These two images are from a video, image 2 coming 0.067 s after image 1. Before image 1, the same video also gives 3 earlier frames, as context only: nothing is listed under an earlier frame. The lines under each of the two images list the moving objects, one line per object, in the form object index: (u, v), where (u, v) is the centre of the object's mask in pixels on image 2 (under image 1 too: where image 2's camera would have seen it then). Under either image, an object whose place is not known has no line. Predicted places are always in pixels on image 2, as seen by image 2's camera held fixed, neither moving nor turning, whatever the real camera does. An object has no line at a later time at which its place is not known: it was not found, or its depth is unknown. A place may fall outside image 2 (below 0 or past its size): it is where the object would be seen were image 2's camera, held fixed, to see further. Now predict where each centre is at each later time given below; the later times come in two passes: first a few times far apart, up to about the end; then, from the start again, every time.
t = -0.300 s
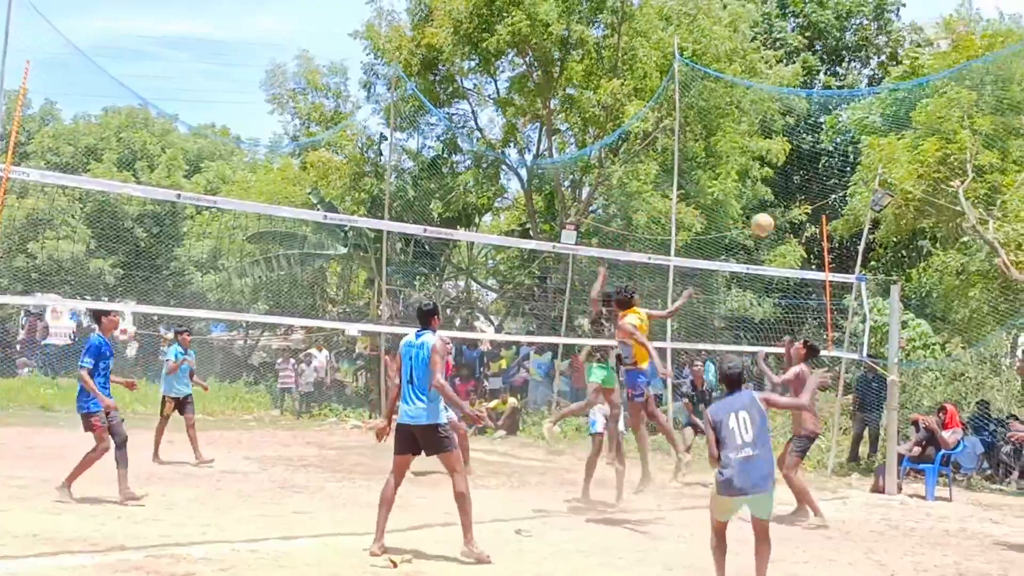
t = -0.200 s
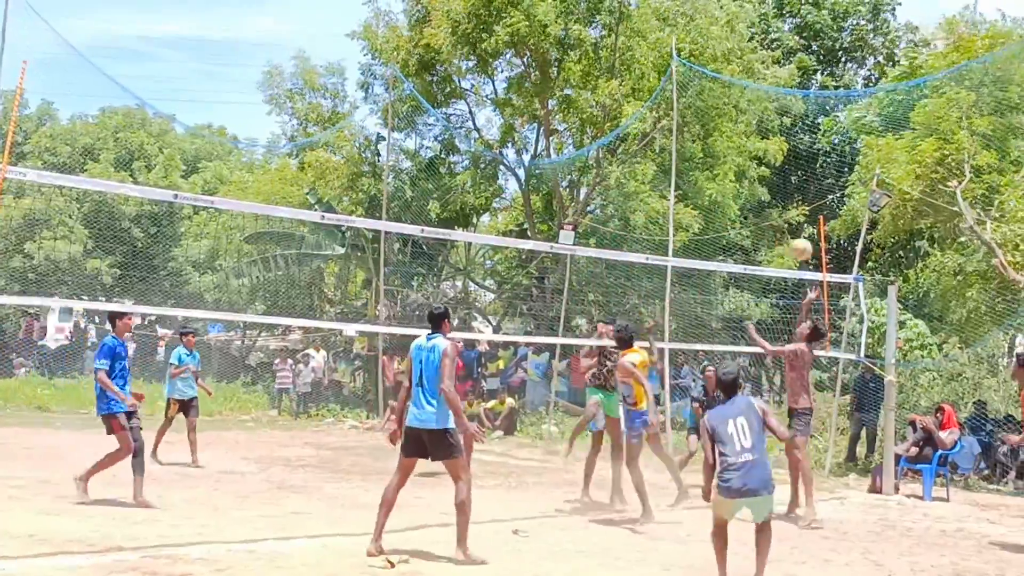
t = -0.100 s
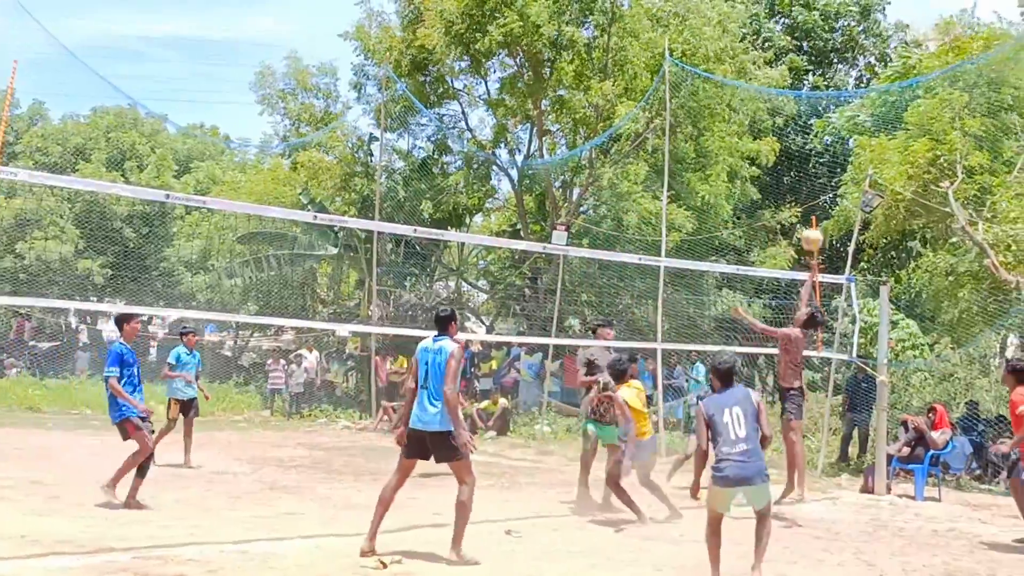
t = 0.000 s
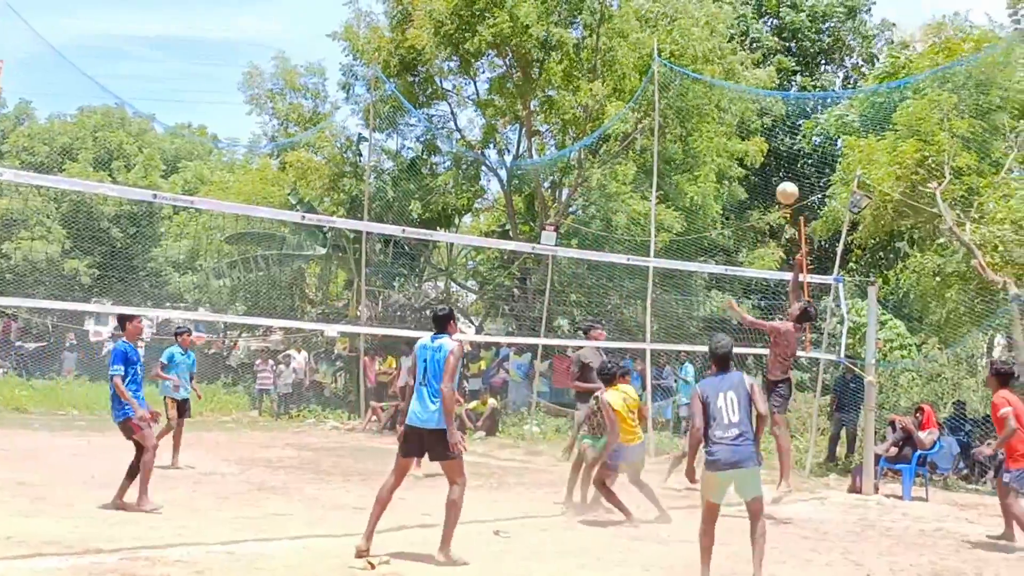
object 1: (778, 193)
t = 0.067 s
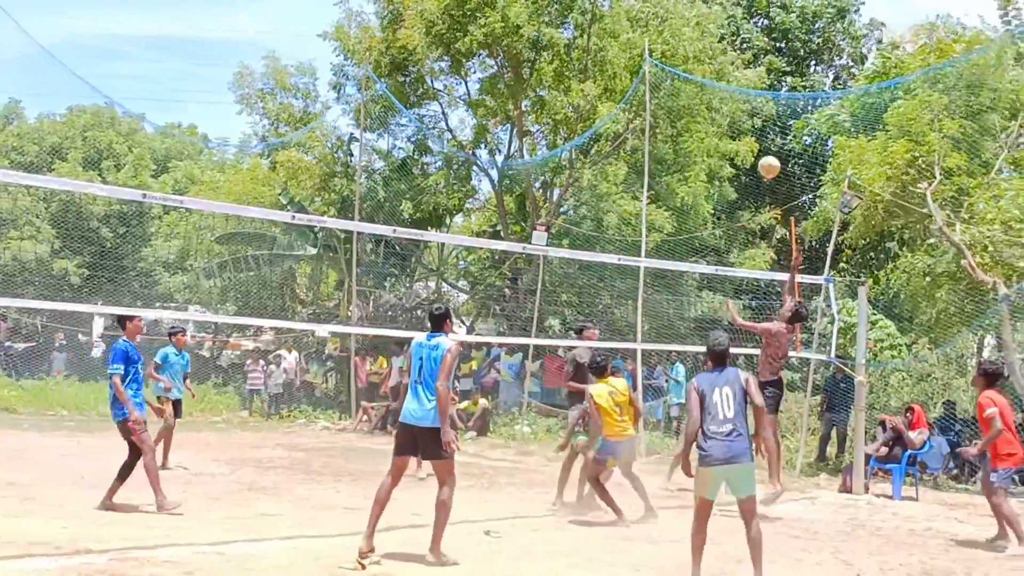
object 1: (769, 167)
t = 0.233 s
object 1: (746, 120)
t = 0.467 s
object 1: (710, 99)
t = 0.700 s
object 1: (672, 132)
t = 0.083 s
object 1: (767, 161)
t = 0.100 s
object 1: (765, 156)
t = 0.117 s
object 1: (762, 150)
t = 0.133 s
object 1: (760, 145)
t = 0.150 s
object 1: (758, 140)
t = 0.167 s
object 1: (755, 137)
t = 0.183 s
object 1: (752, 132)
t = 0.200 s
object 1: (750, 127)
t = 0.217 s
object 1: (748, 124)
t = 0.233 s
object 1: (746, 120)
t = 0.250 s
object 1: (743, 117)
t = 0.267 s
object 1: (741, 115)
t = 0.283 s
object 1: (738, 112)
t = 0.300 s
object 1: (736, 109)
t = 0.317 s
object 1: (733, 107)
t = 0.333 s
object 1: (731, 105)
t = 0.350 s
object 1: (728, 103)
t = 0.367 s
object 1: (726, 102)
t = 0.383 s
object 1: (723, 100)
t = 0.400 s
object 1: (720, 99)
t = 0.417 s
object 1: (717, 99)
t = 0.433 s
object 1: (715, 98)
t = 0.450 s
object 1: (712, 98)
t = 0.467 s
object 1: (710, 99)
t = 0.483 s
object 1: (707, 99)
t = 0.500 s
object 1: (705, 100)
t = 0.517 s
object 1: (702, 101)
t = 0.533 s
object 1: (699, 103)
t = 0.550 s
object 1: (697, 105)
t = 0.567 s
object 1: (694, 106)
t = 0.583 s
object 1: (691, 109)
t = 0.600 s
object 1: (688, 111)
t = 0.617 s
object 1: (685, 114)
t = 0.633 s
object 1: (683, 117)
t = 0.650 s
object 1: (680, 121)
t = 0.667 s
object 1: (677, 124)
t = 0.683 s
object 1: (674, 128)
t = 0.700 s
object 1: (672, 132)
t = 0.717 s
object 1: (669, 137)
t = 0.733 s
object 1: (666, 141)
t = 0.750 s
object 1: (663, 146)
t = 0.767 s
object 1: (660, 152)
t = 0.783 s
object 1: (657, 158)
